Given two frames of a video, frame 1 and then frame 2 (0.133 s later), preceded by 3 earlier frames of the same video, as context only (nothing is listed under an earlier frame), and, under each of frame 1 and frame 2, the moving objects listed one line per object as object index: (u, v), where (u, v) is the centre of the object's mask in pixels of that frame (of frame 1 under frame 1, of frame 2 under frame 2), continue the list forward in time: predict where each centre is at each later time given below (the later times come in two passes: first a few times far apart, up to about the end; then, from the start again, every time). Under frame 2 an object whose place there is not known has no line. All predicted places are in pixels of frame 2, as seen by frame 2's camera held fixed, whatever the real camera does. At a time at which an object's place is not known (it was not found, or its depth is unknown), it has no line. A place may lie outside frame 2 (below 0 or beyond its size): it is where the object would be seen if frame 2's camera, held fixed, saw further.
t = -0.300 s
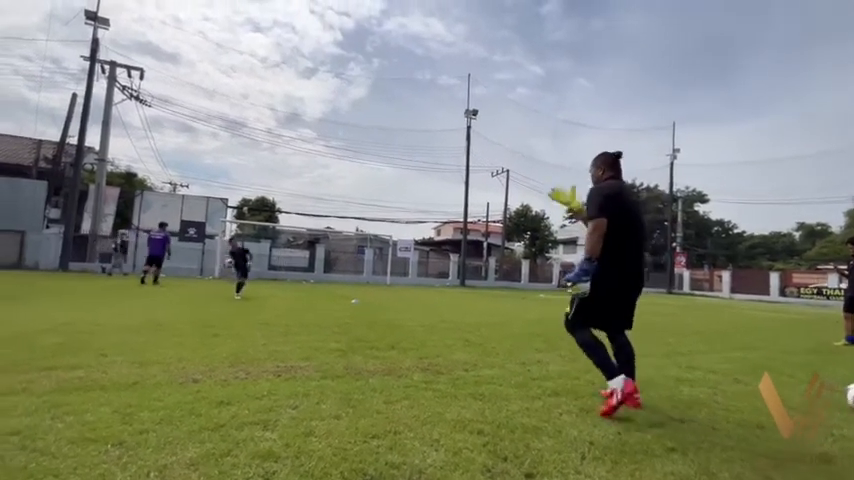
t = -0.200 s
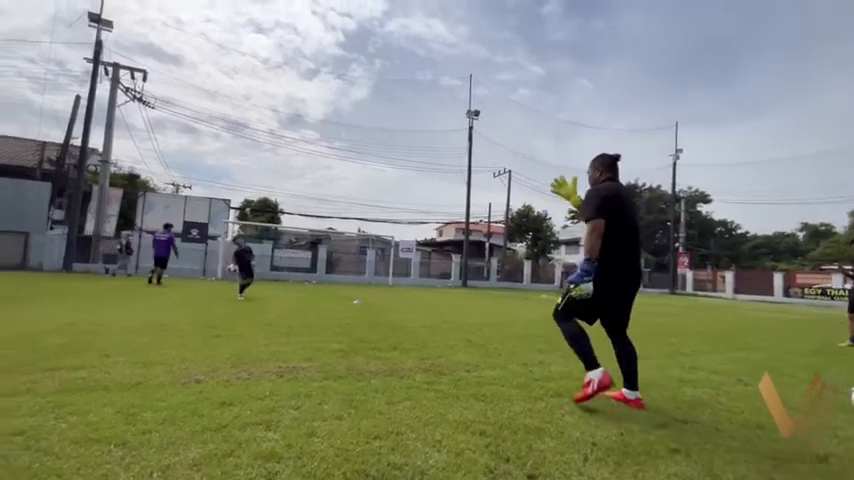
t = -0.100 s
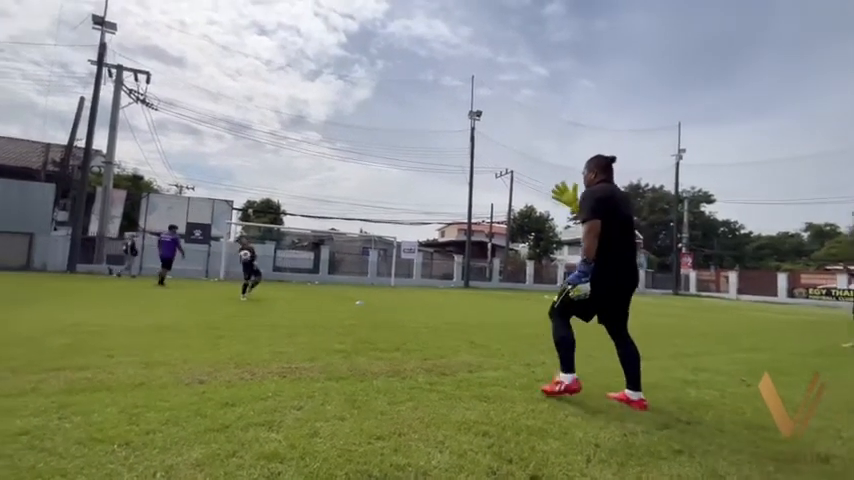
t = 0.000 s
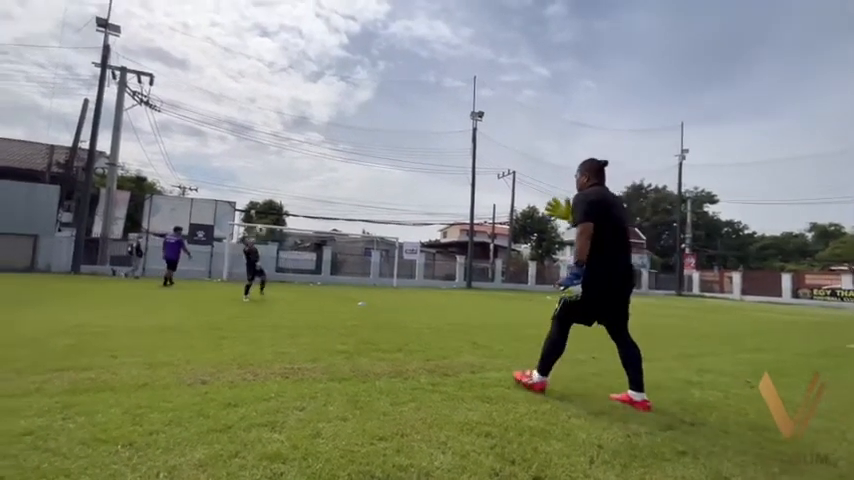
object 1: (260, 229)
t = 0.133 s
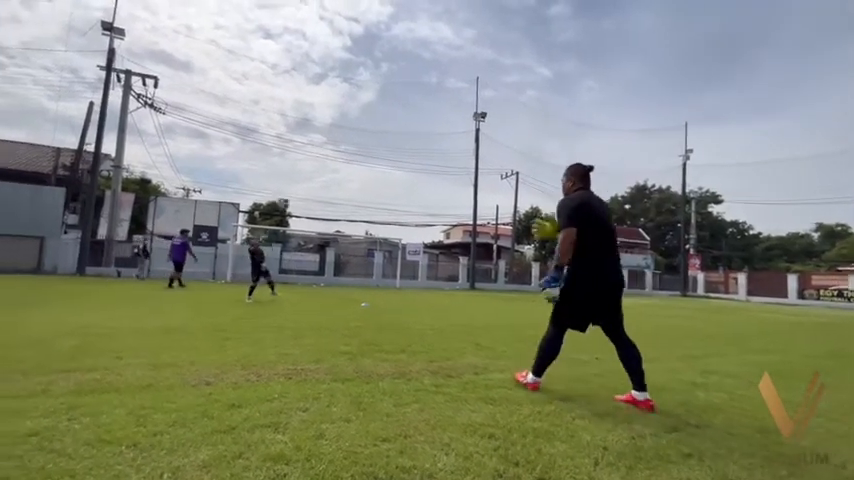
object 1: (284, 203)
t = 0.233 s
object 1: (297, 185)
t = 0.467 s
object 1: (338, 157)
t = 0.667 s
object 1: (383, 161)
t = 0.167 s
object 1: (287, 197)
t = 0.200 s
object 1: (292, 190)
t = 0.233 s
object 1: (297, 185)
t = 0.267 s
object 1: (303, 179)
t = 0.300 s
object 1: (308, 174)
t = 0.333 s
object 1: (314, 170)
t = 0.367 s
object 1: (319, 166)
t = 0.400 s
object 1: (326, 163)
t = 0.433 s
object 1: (332, 159)
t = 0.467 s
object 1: (338, 157)
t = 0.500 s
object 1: (345, 156)
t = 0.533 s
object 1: (352, 155)
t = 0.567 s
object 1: (359, 156)
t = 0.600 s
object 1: (366, 157)
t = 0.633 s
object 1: (374, 158)
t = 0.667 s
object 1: (383, 161)
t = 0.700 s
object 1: (391, 165)
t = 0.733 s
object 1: (401, 170)
